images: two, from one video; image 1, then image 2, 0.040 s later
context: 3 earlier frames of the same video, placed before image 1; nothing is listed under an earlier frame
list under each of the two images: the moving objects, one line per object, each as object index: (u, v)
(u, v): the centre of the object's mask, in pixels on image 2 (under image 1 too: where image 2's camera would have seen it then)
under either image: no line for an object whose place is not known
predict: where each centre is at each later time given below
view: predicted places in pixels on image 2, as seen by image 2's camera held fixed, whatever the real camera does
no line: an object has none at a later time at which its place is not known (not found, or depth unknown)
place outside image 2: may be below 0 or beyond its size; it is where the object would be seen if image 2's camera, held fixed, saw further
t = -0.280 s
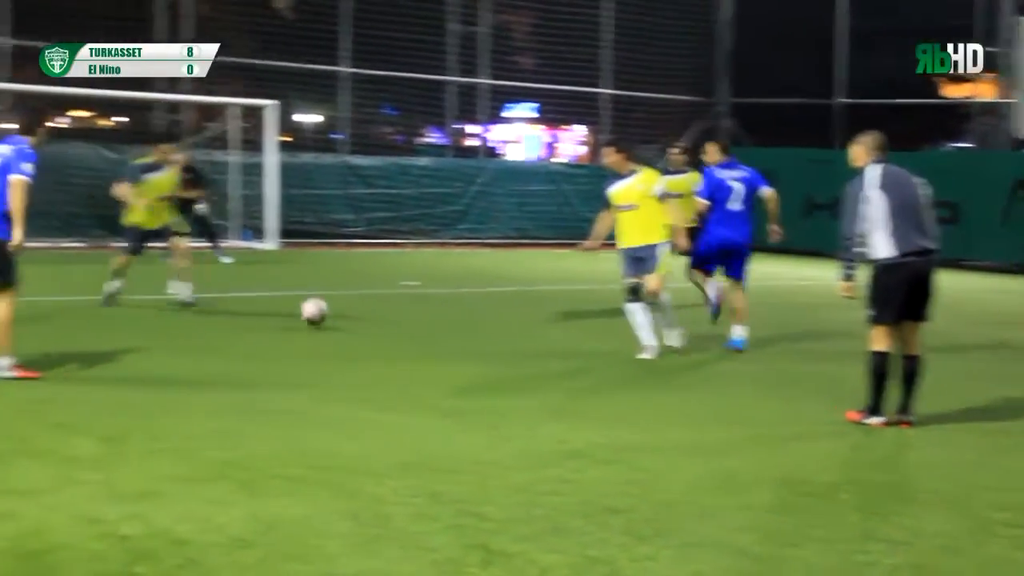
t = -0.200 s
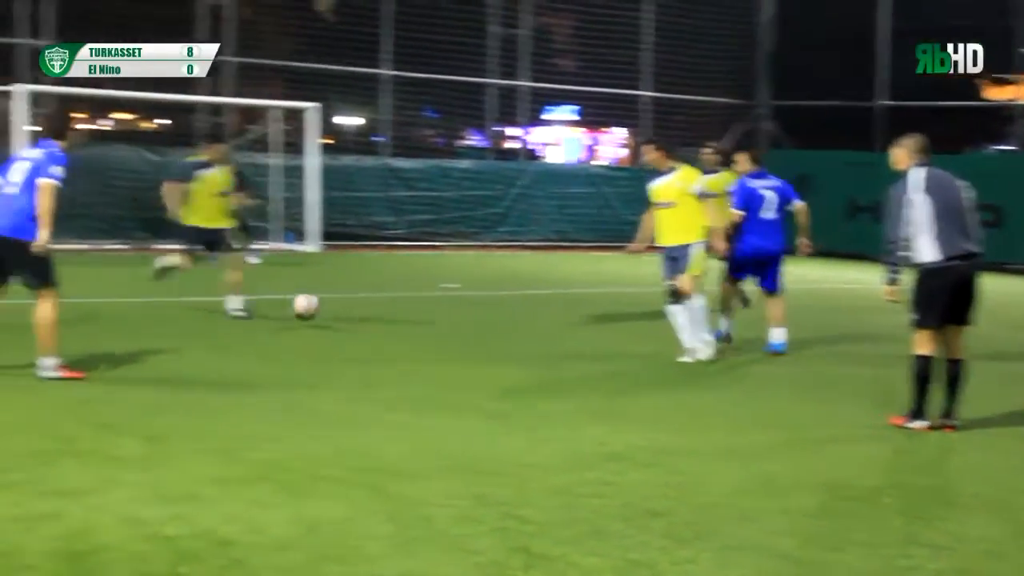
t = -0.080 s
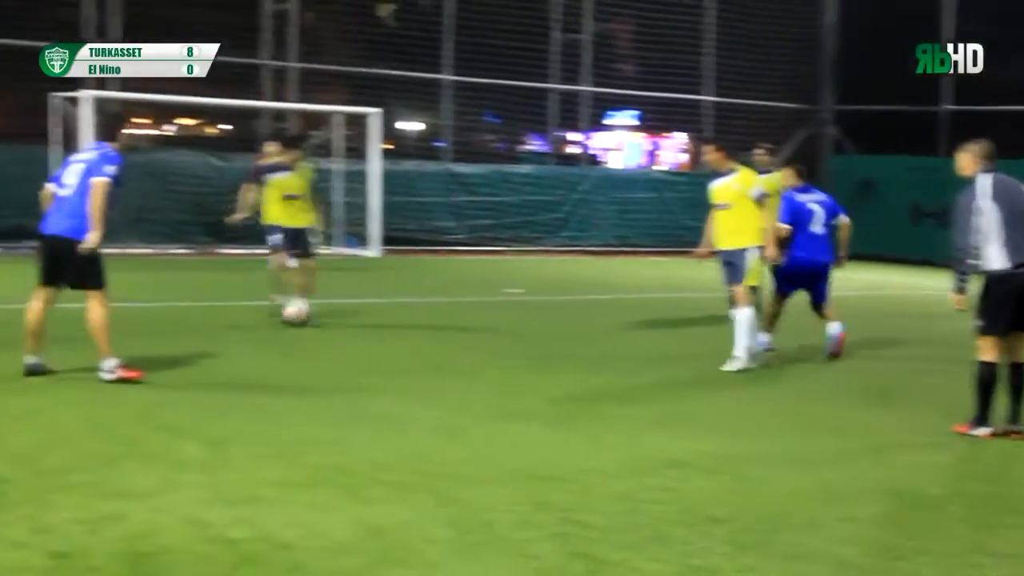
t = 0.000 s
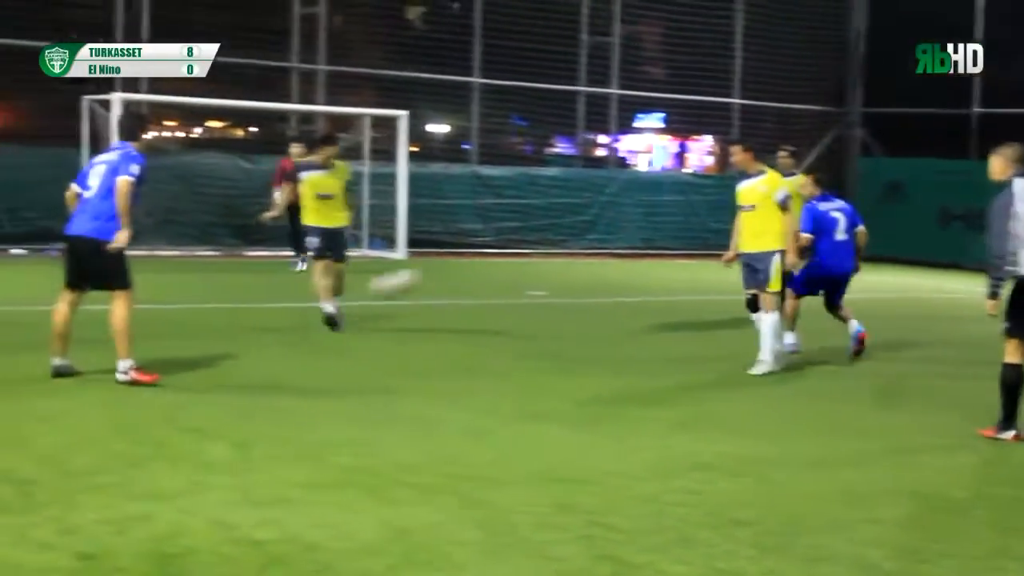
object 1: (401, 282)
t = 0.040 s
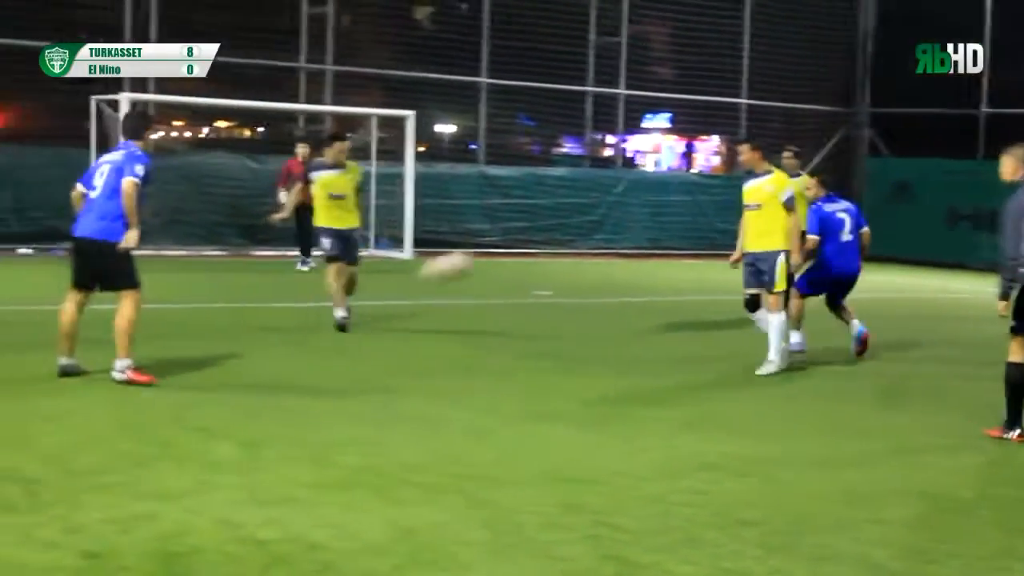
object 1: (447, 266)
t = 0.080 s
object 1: (494, 249)
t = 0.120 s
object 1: (544, 233)
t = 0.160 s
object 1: (598, 217)
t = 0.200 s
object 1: (656, 202)
